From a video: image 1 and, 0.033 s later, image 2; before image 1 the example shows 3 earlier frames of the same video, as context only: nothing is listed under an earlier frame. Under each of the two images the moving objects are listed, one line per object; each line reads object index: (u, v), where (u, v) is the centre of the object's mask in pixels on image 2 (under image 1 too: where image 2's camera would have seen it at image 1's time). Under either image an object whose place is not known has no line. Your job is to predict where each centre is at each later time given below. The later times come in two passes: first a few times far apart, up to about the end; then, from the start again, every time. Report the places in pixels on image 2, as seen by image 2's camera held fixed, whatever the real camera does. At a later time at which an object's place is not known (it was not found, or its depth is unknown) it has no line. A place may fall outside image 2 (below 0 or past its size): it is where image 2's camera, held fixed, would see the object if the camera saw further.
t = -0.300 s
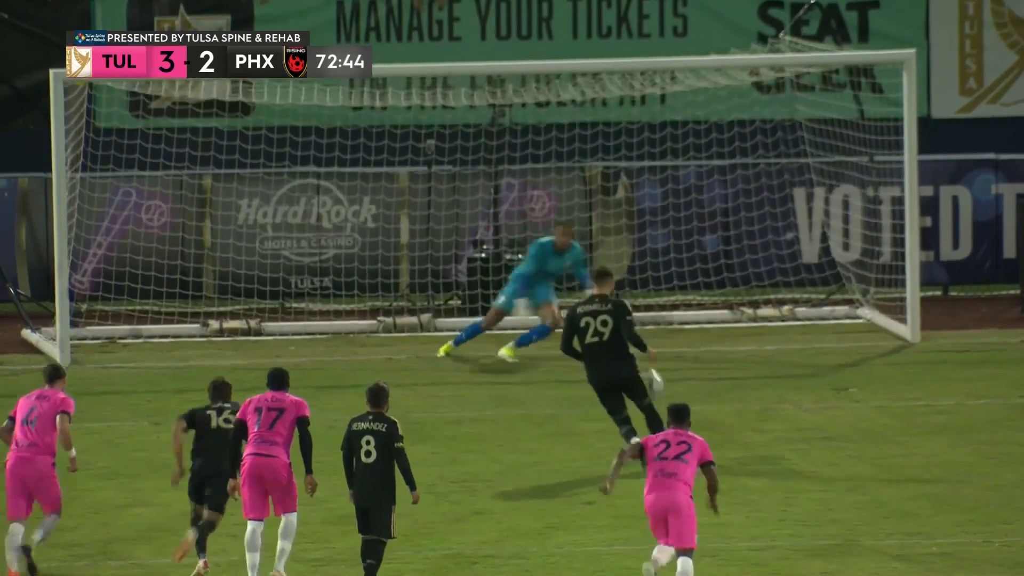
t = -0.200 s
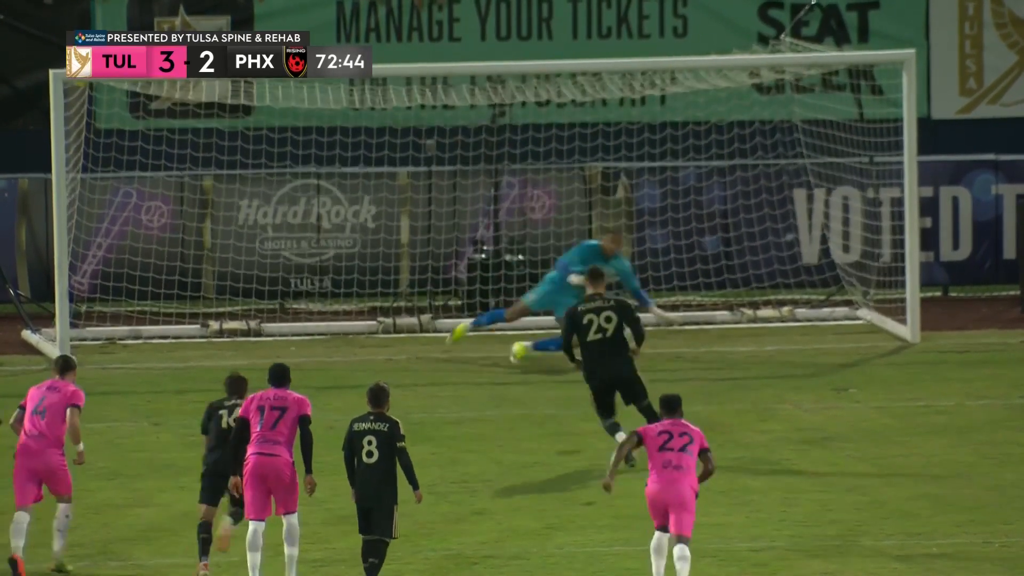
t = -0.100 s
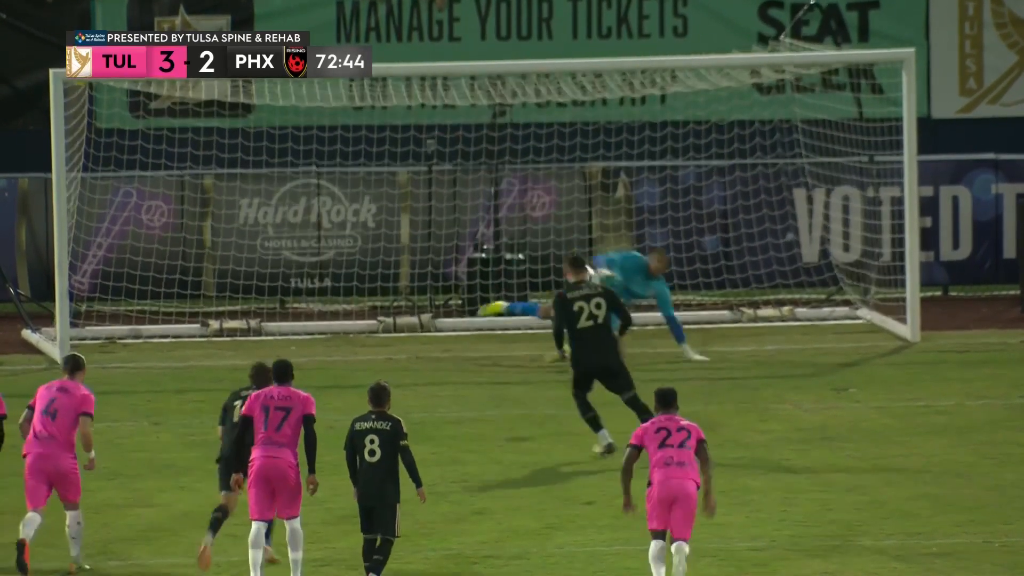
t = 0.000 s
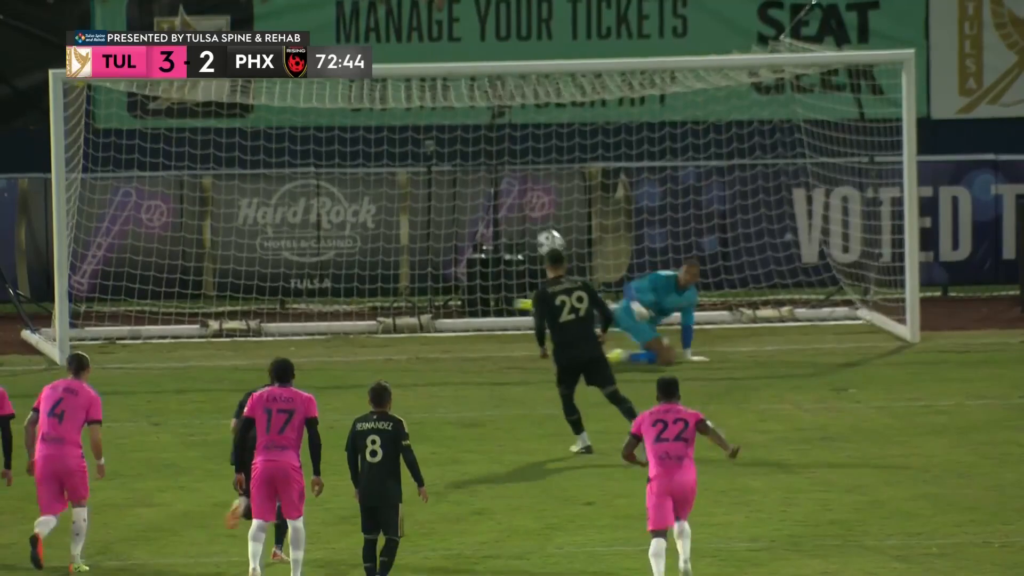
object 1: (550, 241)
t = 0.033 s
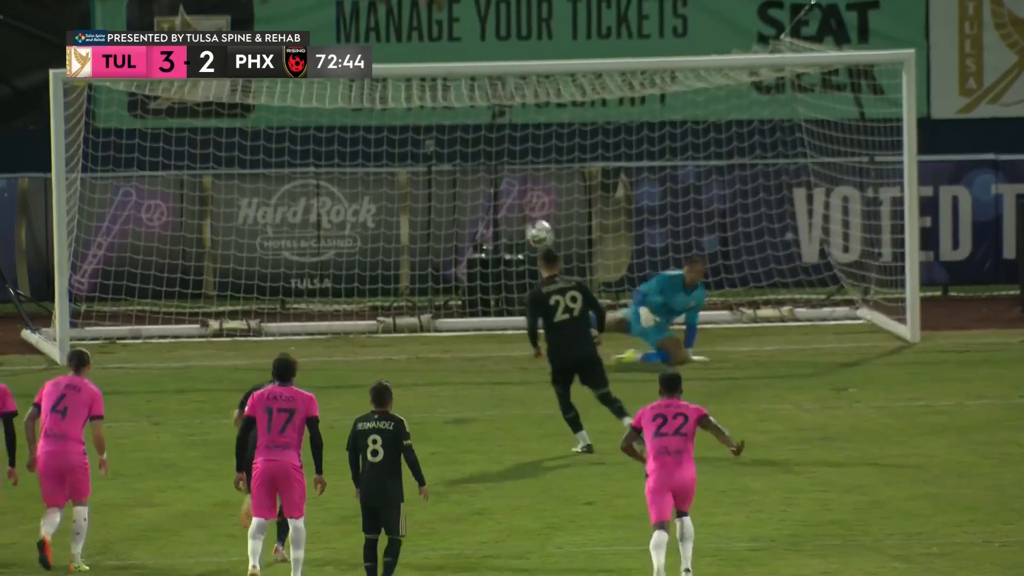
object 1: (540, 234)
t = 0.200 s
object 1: (484, 201)
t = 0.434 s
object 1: (405, 201)
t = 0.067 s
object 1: (529, 224)
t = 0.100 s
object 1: (517, 216)
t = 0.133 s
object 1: (507, 210)
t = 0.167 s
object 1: (496, 205)
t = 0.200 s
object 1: (484, 201)
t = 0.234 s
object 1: (473, 196)
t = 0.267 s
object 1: (461, 195)
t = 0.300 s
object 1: (450, 194)
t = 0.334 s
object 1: (439, 194)
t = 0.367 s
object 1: (427, 195)
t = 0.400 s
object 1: (415, 197)
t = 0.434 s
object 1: (405, 201)
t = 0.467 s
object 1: (392, 205)
